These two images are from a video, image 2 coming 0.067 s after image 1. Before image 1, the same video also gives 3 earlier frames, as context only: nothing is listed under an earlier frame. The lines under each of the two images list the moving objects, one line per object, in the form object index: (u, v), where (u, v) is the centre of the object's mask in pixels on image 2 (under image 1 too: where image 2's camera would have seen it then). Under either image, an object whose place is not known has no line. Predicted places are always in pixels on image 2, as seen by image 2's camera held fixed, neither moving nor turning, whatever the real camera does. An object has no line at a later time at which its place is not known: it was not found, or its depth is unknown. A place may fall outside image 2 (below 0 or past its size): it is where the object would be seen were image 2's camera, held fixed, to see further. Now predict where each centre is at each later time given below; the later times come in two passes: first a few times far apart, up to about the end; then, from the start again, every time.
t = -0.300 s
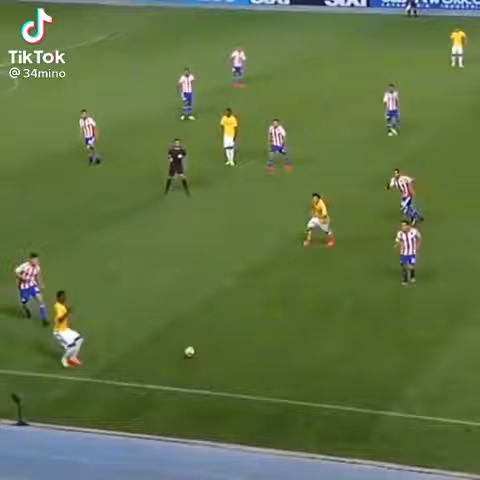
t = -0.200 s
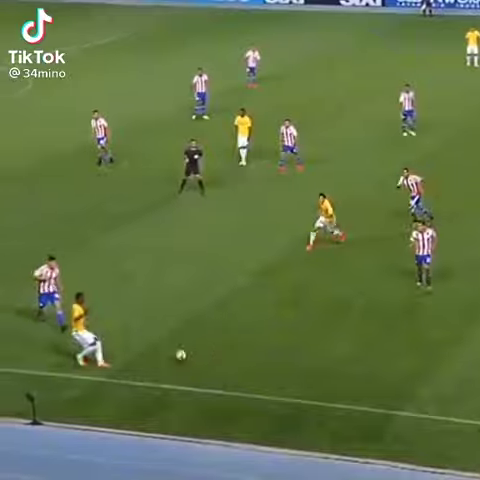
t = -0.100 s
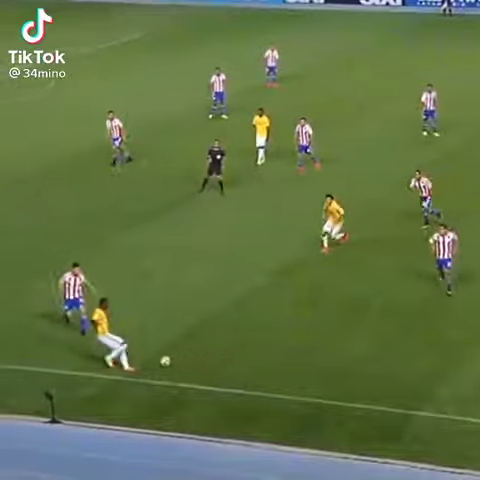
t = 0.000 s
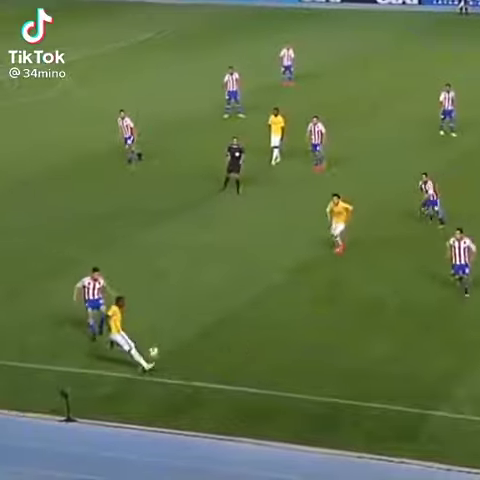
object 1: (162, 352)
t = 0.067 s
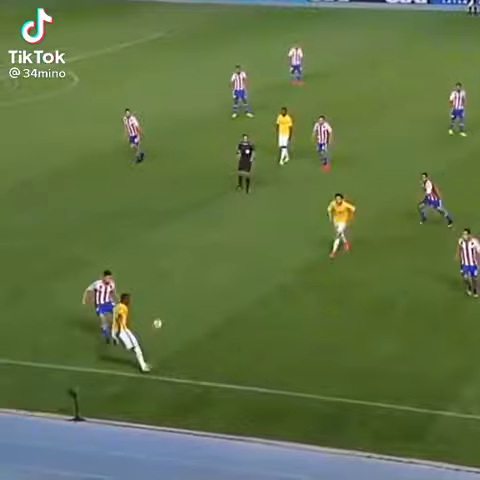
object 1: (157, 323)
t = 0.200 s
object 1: (145, 276)
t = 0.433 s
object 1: (126, 218)
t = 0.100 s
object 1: (154, 311)
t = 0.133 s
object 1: (151, 299)
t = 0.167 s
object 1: (148, 287)
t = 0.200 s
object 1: (145, 276)
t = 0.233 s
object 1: (144, 266)
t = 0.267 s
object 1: (141, 257)
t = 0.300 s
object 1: (139, 247)
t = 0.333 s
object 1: (136, 238)
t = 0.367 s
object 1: (133, 231)
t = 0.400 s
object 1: (130, 224)
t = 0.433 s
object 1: (126, 218)
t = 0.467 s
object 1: (125, 212)
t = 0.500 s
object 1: (122, 206)
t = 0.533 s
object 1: (120, 201)
